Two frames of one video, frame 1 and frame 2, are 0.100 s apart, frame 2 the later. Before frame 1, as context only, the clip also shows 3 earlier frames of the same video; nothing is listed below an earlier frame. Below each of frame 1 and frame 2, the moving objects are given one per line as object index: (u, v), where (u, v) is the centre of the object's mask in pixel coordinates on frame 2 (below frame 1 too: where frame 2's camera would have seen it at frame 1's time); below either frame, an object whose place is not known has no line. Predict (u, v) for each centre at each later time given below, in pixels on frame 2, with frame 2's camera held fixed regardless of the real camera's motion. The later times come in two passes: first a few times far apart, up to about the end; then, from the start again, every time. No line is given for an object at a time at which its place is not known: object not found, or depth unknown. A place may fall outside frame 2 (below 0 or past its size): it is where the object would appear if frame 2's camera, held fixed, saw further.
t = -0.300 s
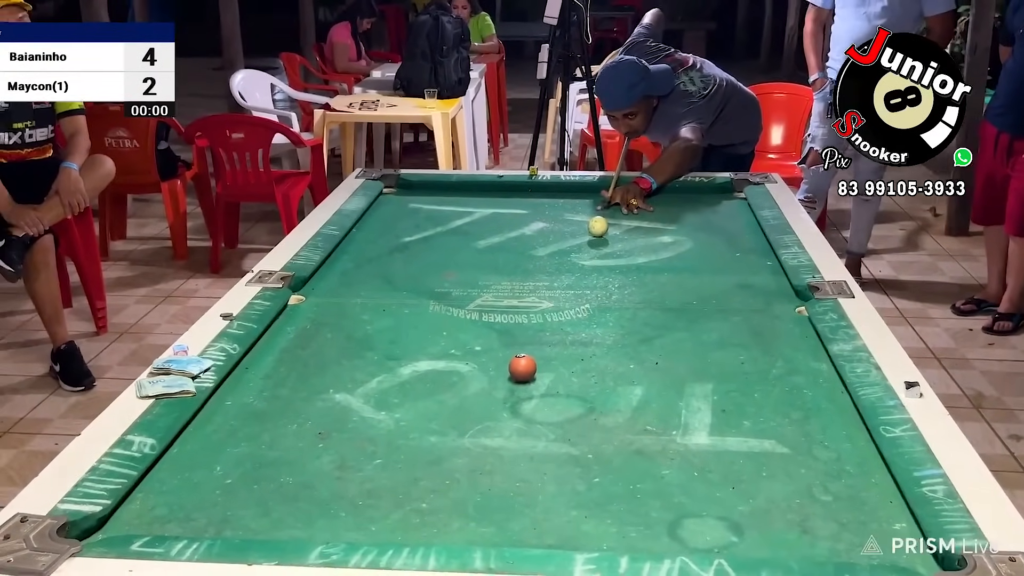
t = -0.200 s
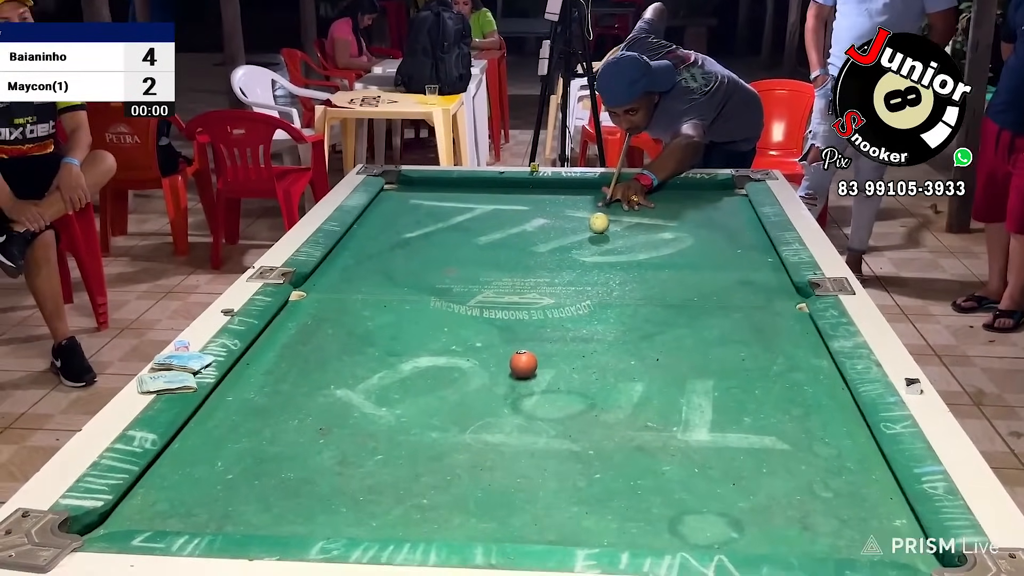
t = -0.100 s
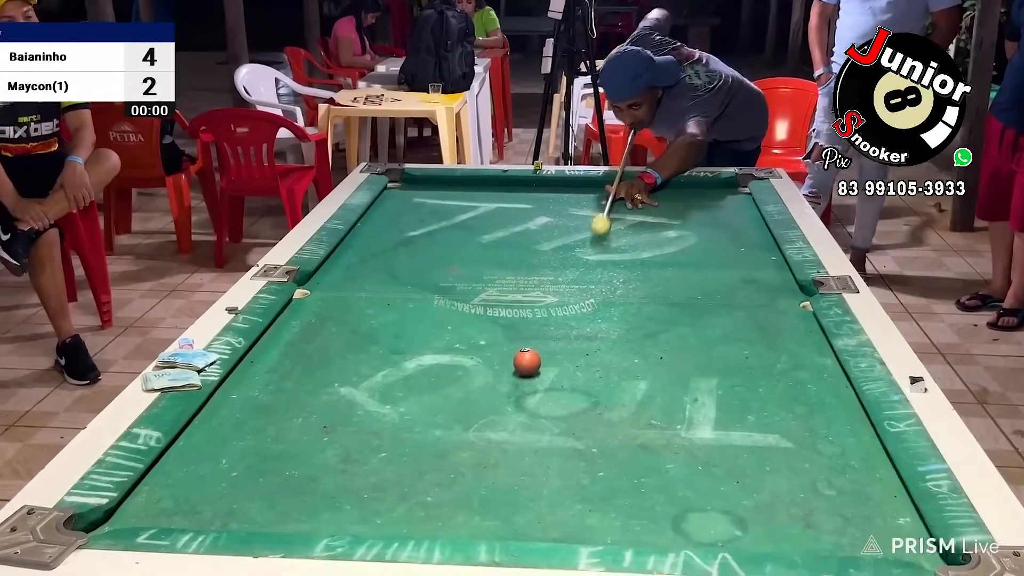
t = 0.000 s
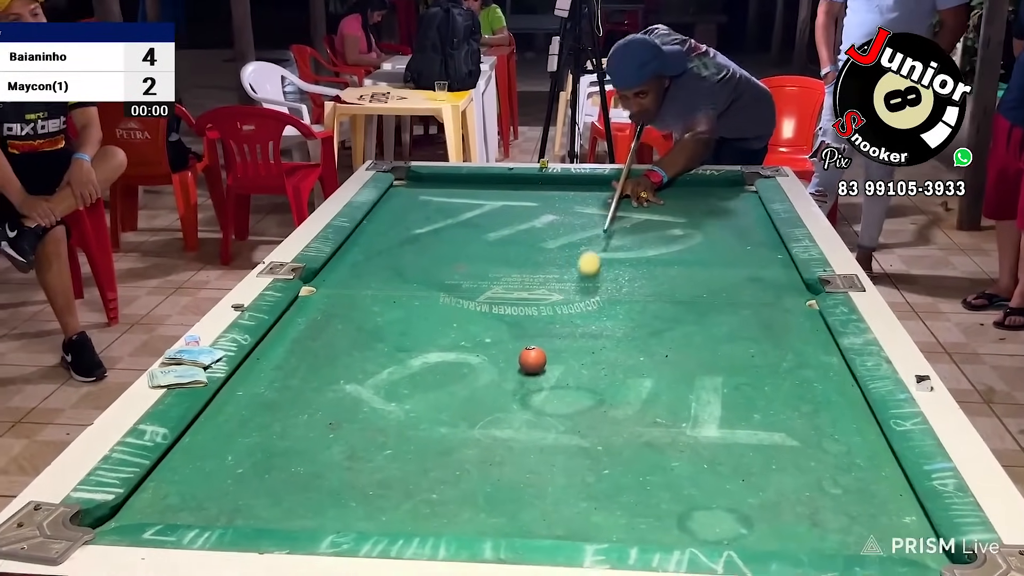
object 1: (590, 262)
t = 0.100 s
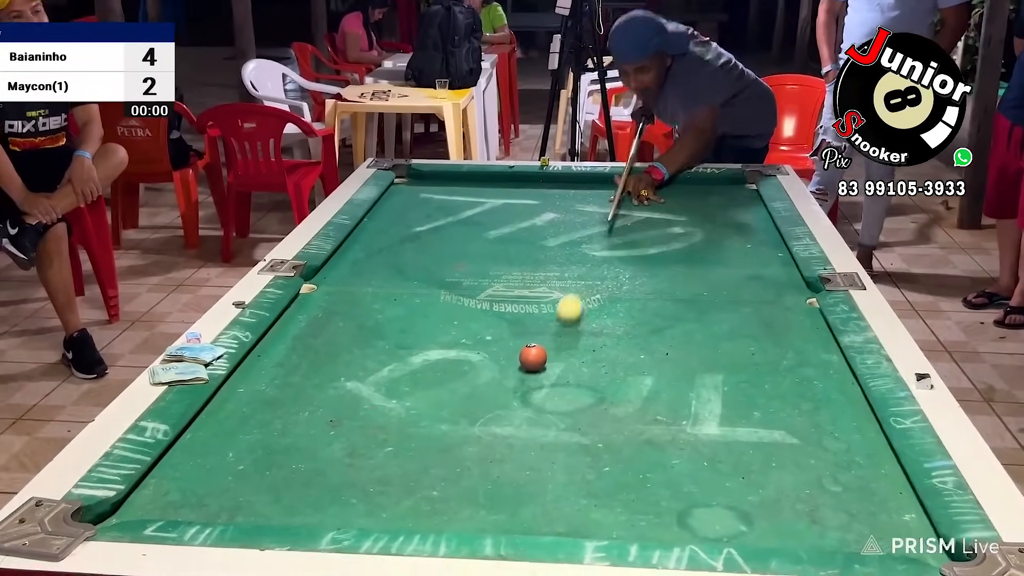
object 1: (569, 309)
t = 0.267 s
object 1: (588, 377)
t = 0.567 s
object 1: (707, 531)
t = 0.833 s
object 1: (766, 439)
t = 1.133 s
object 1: (811, 362)
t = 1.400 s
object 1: (794, 316)
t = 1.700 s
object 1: (751, 278)
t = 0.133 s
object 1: (562, 325)
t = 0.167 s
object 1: (556, 342)
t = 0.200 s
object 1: (563, 355)
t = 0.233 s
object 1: (576, 365)
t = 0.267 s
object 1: (588, 377)
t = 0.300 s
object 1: (599, 390)
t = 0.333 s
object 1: (610, 405)
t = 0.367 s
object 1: (621, 421)
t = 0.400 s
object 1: (634, 438)
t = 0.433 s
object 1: (646, 455)
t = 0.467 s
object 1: (660, 474)
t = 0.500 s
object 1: (675, 495)
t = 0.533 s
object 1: (691, 516)
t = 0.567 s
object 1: (707, 531)
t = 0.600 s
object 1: (717, 524)
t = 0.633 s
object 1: (725, 510)
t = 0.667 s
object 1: (732, 496)
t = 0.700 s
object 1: (740, 484)
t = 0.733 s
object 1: (747, 472)
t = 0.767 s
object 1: (753, 460)
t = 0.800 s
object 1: (759, 450)
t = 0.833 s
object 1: (766, 439)
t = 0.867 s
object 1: (772, 429)
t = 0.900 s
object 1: (777, 419)
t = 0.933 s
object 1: (782, 410)
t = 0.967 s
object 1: (787, 401)
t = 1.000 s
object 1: (793, 393)
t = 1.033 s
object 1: (797, 385)
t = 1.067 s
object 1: (802, 377)
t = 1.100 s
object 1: (806, 370)
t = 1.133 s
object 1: (811, 362)
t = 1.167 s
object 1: (815, 355)
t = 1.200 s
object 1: (819, 348)
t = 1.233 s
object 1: (823, 342)
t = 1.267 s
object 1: (817, 337)
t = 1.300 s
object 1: (811, 331)
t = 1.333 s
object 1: (805, 326)
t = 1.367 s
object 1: (799, 321)
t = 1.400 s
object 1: (794, 316)
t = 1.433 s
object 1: (788, 311)
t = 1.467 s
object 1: (783, 307)
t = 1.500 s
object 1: (778, 302)
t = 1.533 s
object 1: (773, 298)
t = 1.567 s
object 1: (769, 294)
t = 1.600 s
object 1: (764, 290)
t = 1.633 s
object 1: (760, 286)
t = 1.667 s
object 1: (755, 282)
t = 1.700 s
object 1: (751, 278)
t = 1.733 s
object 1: (747, 275)
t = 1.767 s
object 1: (743, 271)
